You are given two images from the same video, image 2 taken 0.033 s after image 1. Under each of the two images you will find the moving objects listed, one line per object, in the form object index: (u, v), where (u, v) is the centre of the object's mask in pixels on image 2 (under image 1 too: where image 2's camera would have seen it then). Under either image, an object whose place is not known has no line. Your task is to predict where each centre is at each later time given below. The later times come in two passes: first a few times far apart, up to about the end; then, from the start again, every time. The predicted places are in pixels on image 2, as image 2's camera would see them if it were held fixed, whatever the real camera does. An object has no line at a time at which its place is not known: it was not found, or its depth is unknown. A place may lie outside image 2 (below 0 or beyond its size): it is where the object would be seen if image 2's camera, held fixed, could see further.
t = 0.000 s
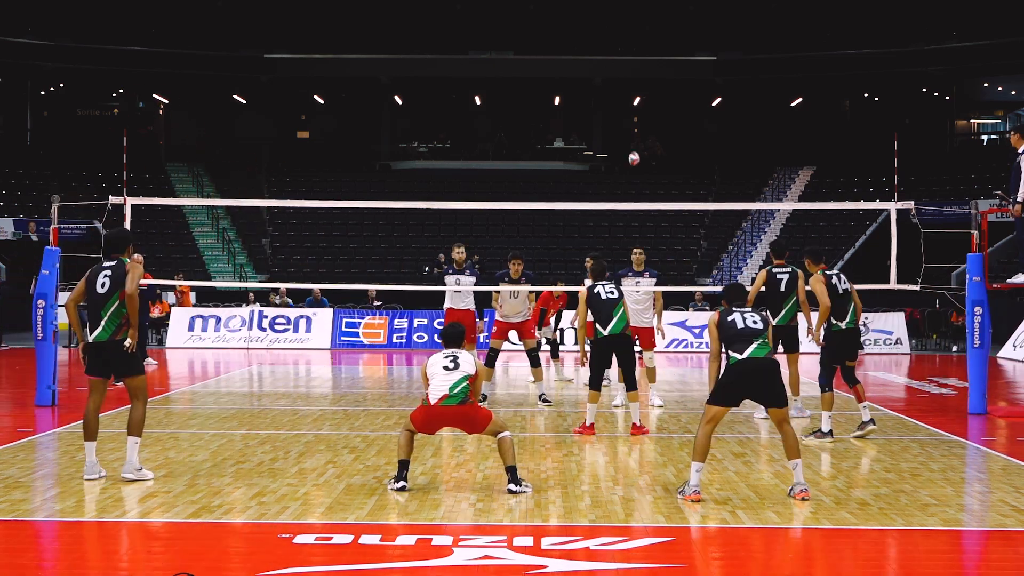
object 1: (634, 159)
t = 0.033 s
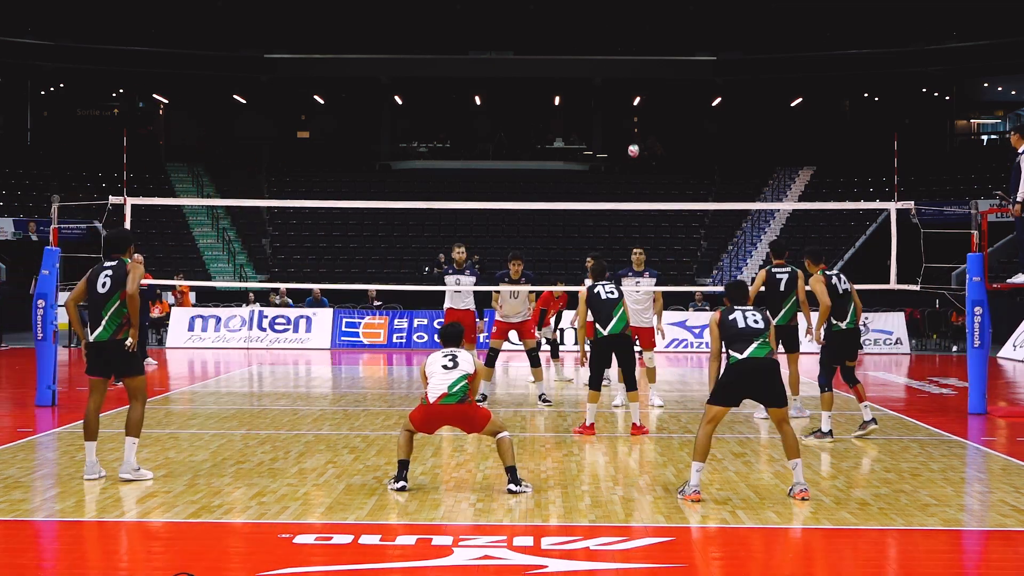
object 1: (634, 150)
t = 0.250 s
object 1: (631, 112)
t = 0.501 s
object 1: (628, 98)
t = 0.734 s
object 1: (624, 116)
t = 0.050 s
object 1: (633, 147)
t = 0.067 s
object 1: (633, 143)
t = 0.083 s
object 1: (633, 140)
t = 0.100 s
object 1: (633, 136)
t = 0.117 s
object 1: (633, 133)
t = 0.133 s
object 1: (633, 130)
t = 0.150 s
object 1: (632, 127)
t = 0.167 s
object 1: (632, 124)
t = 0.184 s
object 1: (632, 121)
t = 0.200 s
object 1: (632, 119)
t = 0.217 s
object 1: (631, 117)
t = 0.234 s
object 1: (631, 114)
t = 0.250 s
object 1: (631, 112)
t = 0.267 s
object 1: (631, 110)
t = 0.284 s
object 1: (630, 108)
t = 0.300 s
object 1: (630, 107)
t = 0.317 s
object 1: (630, 105)
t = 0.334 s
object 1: (630, 103)
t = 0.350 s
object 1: (629, 102)
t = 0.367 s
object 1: (629, 101)
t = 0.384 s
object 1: (629, 100)
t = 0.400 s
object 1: (629, 100)
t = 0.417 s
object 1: (629, 99)
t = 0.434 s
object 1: (628, 98)
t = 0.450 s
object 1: (628, 98)
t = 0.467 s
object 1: (628, 98)
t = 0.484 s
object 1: (628, 98)
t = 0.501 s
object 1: (628, 98)
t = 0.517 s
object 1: (627, 98)
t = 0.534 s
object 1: (627, 99)
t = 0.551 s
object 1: (627, 99)
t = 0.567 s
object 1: (626, 100)
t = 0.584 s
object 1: (626, 101)
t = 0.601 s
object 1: (626, 102)
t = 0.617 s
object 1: (625, 103)
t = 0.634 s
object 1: (625, 105)
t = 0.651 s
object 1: (625, 106)
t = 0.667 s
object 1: (625, 108)
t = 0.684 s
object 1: (624, 110)
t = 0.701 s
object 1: (624, 112)
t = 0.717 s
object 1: (624, 114)
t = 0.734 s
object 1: (624, 116)
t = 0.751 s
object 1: (623, 119)
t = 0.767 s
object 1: (623, 121)
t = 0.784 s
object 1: (623, 124)
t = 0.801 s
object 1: (622, 127)
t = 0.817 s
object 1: (622, 130)
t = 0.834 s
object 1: (622, 134)
